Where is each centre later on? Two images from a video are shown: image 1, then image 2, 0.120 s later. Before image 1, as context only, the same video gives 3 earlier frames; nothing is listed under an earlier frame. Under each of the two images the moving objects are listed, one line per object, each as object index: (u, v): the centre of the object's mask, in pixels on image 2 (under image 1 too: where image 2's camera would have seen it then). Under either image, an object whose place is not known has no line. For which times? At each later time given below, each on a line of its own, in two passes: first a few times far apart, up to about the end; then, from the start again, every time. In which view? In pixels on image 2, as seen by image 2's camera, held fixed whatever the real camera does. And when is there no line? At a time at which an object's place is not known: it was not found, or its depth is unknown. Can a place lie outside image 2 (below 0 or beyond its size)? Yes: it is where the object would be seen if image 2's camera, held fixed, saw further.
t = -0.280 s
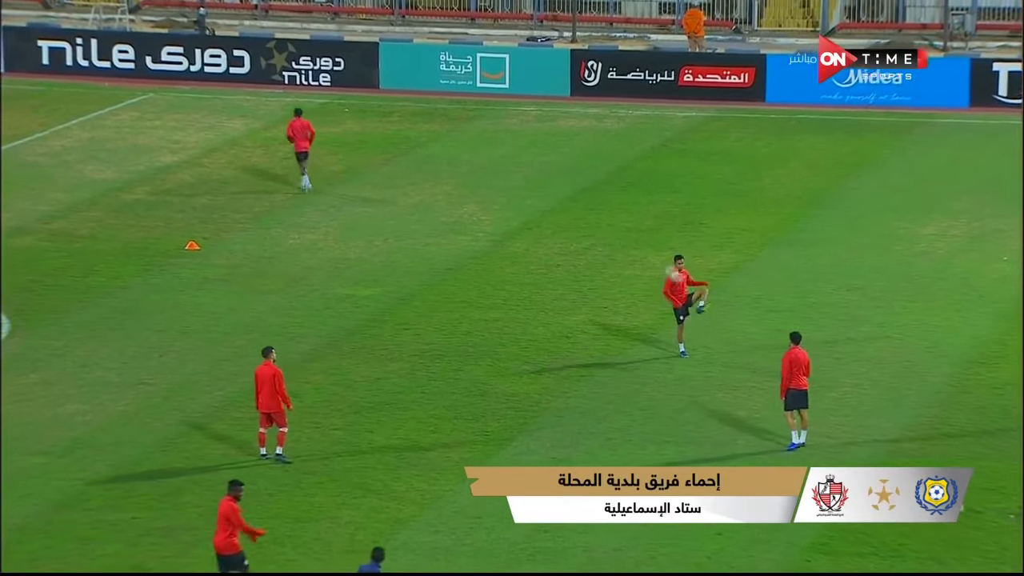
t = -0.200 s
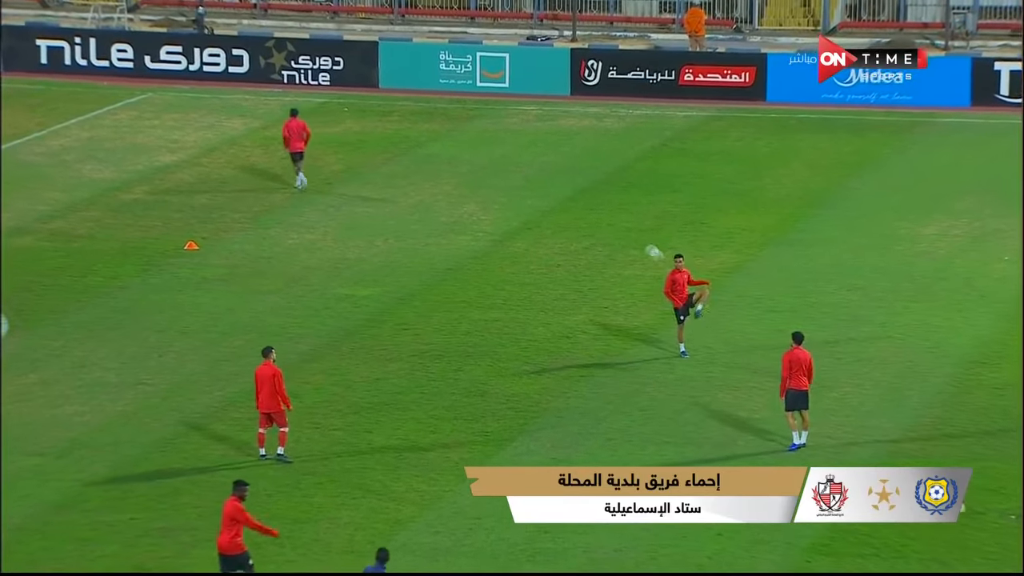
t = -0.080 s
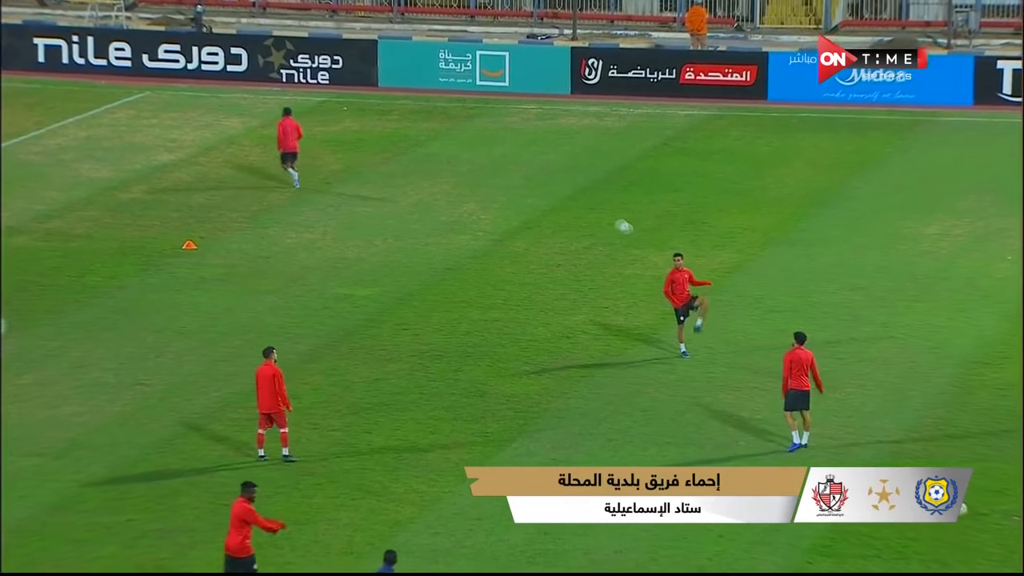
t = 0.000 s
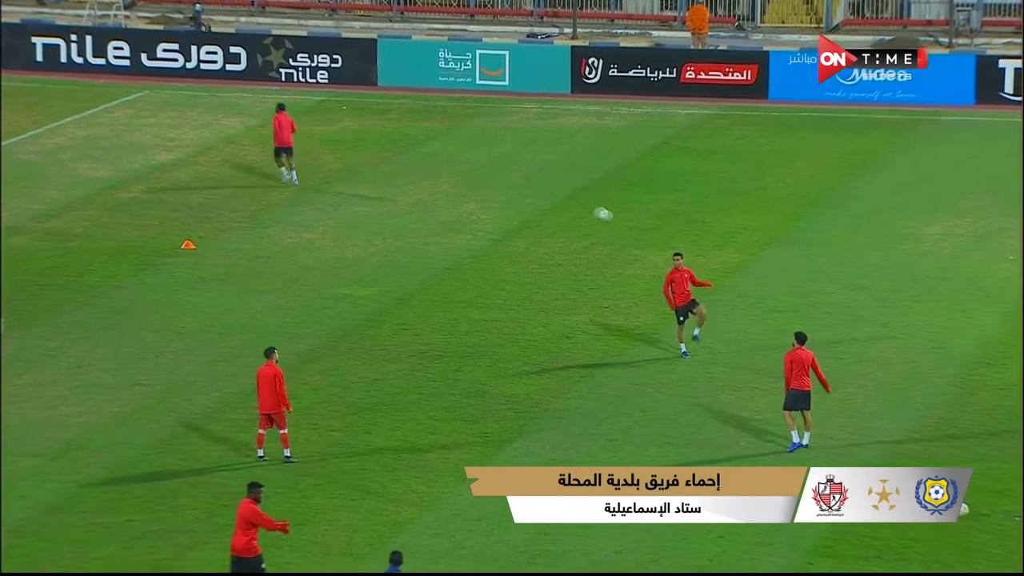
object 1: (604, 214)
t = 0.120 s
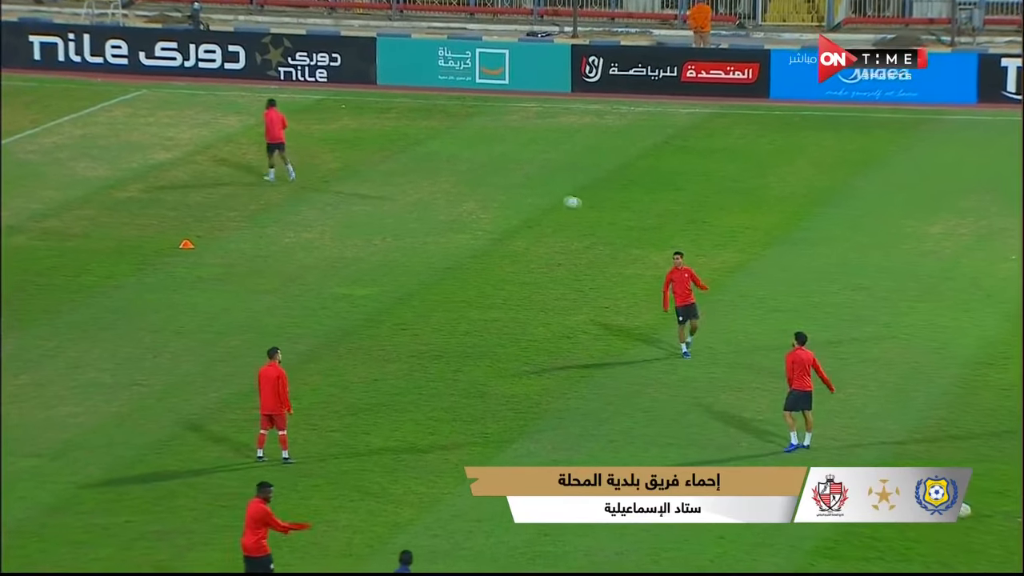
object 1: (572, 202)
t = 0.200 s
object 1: (552, 200)
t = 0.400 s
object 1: (500, 210)
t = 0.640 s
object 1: (438, 254)
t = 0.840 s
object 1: (387, 317)
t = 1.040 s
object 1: (337, 404)
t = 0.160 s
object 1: (561, 200)
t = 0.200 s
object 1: (552, 200)
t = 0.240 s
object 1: (541, 199)
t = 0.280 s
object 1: (531, 200)
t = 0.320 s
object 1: (521, 202)
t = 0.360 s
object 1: (510, 205)
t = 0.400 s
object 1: (500, 210)
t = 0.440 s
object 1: (489, 214)
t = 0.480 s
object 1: (479, 220)
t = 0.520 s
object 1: (470, 226)
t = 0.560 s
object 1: (459, 235)
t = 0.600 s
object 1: (448, 244)
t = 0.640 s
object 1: (438, 254)
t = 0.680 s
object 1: (428, 265)
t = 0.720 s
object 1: (418, 276)
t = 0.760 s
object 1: (407, 289)
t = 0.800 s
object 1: (398, 302)
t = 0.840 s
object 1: (387, 317)
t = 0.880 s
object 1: (377, 332)
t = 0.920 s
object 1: (367, 349)
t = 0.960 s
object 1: (357, 367)
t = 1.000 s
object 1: (347, 384)
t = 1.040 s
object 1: (337, 404)
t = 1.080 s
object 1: (327, 424)
